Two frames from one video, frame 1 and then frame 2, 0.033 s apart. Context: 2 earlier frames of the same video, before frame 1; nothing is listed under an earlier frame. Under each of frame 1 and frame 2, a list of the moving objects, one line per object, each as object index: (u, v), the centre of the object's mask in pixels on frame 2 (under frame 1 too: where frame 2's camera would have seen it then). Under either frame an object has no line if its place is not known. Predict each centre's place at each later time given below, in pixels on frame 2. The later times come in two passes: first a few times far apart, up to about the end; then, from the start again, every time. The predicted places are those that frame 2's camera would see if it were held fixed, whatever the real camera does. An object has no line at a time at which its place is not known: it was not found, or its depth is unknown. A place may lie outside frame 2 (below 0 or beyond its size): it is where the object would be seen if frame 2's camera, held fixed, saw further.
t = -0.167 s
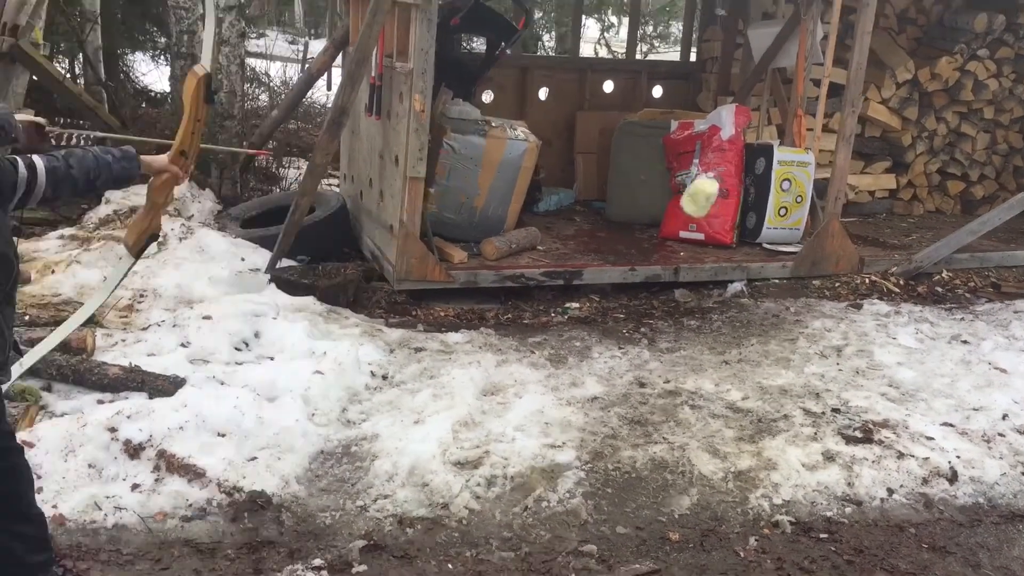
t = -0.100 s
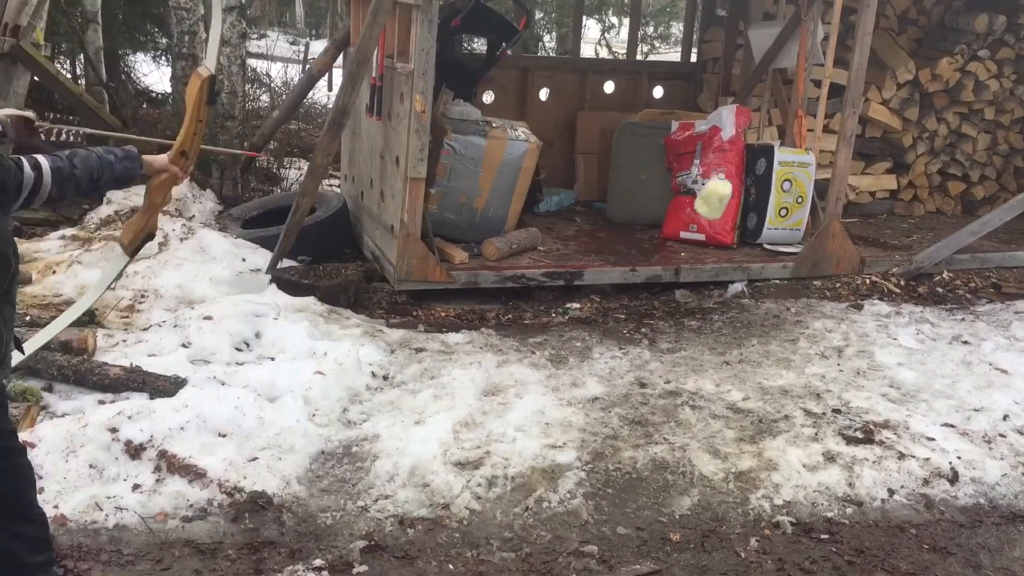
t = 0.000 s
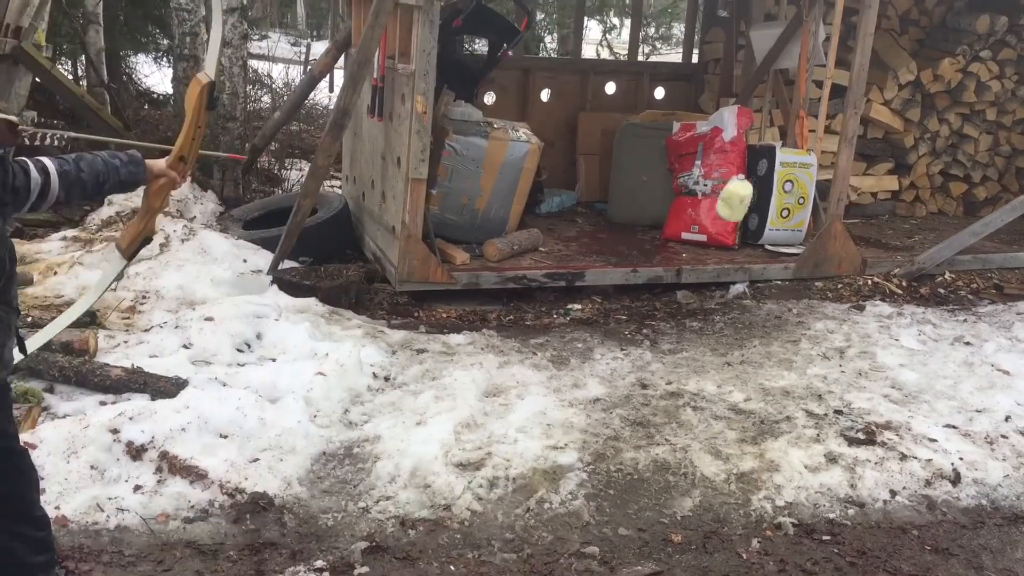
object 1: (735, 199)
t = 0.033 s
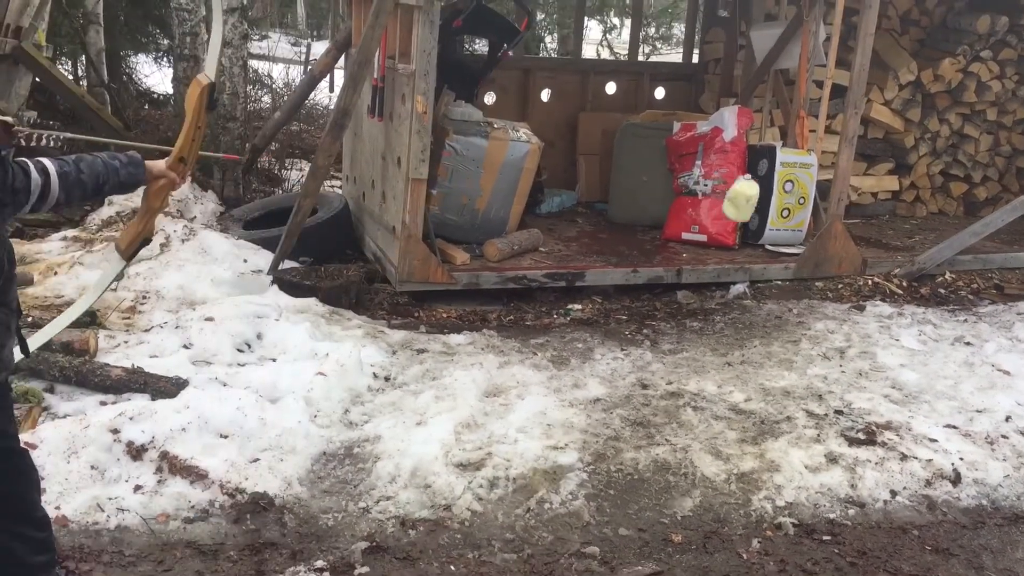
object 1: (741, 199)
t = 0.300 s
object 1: (781, 196)
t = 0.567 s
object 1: (792, 194)
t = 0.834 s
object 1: (769, 196)
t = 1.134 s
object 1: (719, 196)
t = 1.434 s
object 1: (670, 187)
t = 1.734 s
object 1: (646, 181)
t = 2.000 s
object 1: (654, 185)
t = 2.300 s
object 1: (693, 196)
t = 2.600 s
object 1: (744, 199)
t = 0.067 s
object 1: (747, 199)
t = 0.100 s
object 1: (753, 199)
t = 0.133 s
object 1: (759, 199)
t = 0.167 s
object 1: (764, 198)
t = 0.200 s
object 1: (769, 198)
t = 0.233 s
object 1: (774, 197)
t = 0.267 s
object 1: (778, 197)
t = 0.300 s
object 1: (781, 196)
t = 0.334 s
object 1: (784, 196)
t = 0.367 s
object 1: (787, 195)
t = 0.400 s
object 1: (789, 194)
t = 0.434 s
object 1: (791, 194)
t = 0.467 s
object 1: (792, 194)
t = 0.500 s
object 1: (792, 194)
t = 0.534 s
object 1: (792, 194)
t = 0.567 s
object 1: (792, 194)
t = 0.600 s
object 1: (791, 194)
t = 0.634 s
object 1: (790, 194)
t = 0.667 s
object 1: (787, 195)
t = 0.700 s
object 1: (785, 195)
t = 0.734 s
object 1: (782, 195)
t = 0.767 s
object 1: (778, 196)
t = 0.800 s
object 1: (774, 196)
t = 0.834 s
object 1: (769, 196)
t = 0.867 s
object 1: (765, 196)
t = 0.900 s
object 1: (760, 197)
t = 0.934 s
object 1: (754, 197)
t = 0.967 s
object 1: (749, 197)
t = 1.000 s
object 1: (743, 197)
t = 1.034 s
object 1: (737, 197)
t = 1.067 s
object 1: (731, 197)
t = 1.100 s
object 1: (725, 196)
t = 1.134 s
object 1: (719, 196)
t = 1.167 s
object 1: (713, 195)
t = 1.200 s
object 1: (707, 194)
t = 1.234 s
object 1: (701, 194)
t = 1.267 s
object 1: (695, 194)
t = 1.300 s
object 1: (690, 192)
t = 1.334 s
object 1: (684, 191)
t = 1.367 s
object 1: (679, 190)
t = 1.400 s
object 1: (674, 189)
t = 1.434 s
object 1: (670, 187)
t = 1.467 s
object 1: (665, 186)
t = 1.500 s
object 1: (662, 185)
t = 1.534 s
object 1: (658, 185)
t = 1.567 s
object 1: (655, 184)
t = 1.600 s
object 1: (652, 183)
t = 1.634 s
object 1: (650, 182)
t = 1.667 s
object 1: (648, 182)
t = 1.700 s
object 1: (647, 182)
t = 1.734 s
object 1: (646, 181)
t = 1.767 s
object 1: (645, 182)
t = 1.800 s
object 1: (645, 182)
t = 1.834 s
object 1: (646, 182)
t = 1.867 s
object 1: (647, 182)
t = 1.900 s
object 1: (648, 183)
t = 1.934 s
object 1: (650, 184)
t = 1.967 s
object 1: (652, 185)
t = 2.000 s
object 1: (654, 185)
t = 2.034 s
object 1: (657, 187)
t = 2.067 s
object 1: (660, 188)
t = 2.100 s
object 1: (664, 189)
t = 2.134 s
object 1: (668, 190)
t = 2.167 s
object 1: (673, 192)
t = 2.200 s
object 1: (677, 193)
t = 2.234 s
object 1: (682, 194)
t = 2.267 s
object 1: (687, 195)
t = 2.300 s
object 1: (693, 196)
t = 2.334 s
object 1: (699, 196)
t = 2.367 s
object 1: (704, 197)
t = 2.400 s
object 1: (710, 198)
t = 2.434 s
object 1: (716, 198)
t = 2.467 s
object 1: (722, 199)
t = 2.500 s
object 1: (728, 199)
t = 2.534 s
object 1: (733, 199)
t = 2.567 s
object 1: (739, 199)
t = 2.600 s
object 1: (744, 199)
